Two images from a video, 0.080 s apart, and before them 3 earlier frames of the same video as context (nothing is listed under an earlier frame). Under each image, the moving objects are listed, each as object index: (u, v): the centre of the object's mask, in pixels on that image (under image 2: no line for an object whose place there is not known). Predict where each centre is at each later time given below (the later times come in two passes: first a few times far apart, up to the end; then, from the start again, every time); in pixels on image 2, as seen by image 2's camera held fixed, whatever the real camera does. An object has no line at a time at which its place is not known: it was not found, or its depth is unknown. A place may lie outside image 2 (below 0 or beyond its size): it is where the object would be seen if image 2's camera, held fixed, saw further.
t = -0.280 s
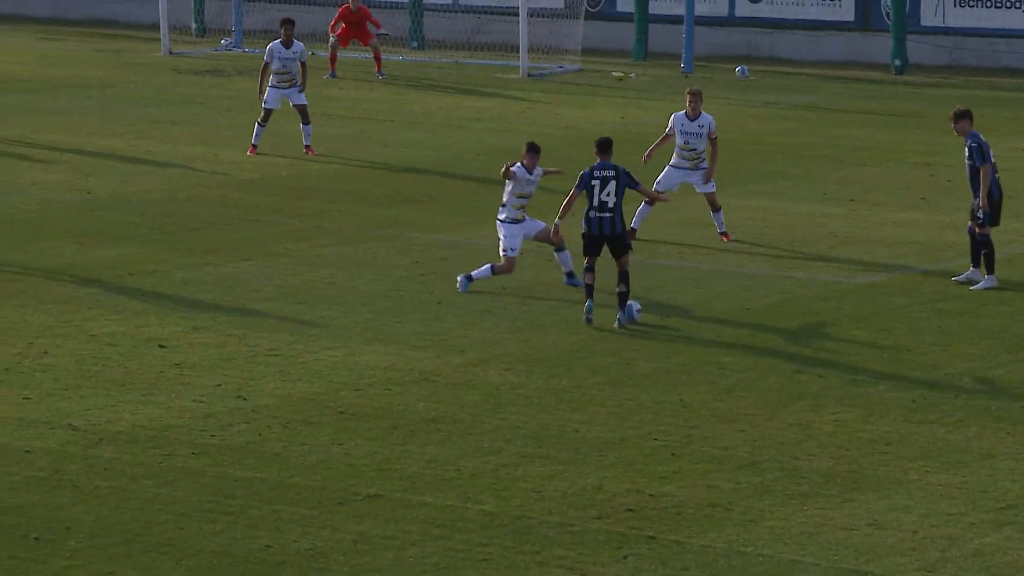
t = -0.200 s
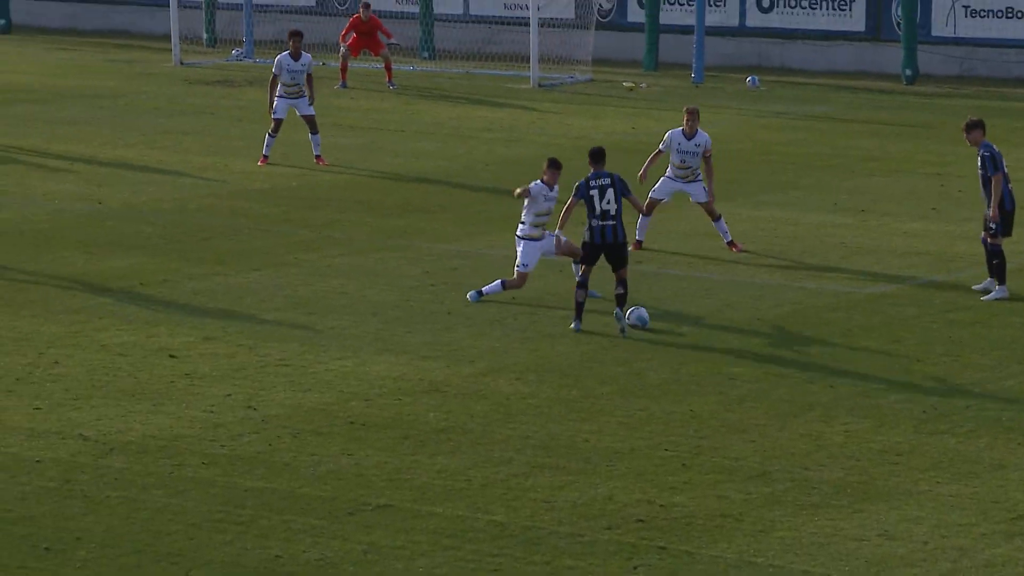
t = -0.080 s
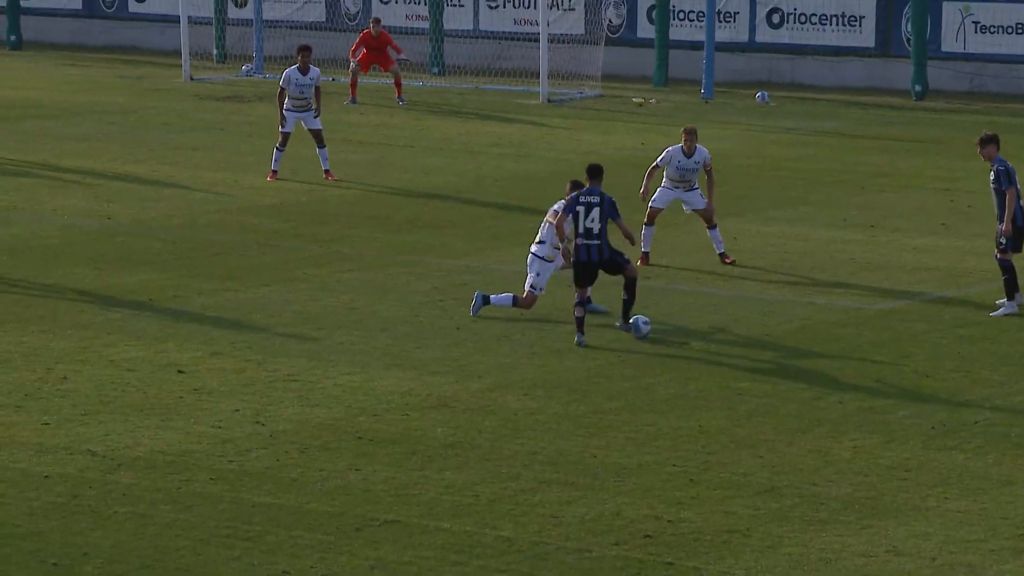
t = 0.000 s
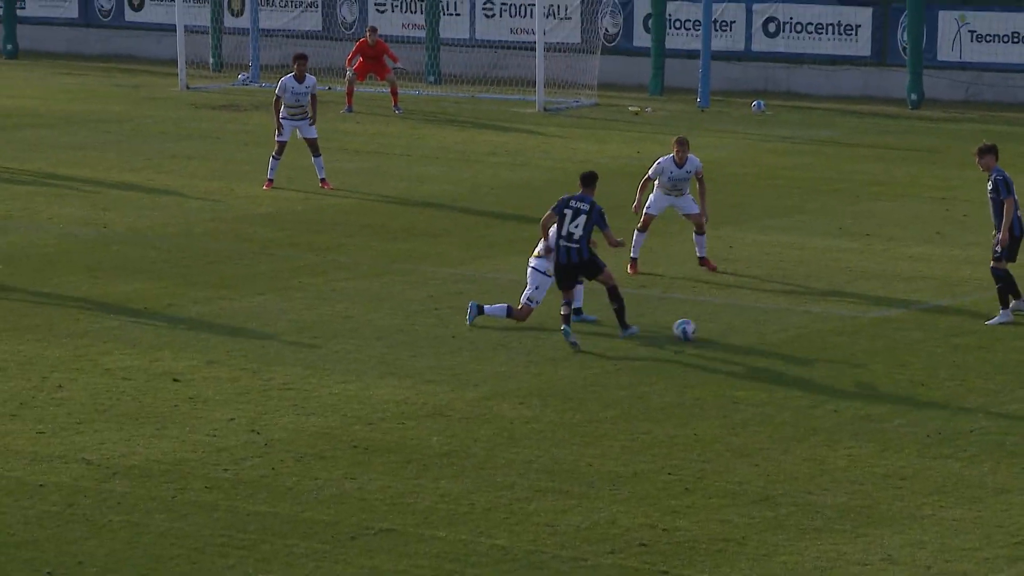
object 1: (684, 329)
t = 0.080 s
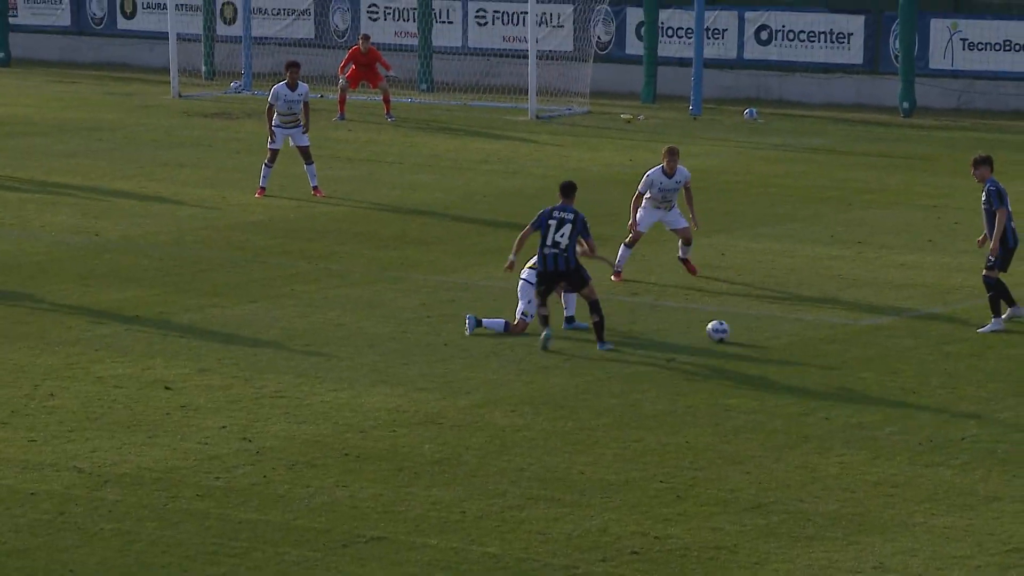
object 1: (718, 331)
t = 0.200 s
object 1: (769, 323)
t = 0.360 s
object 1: (821, 315)
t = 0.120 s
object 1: (737, 329)
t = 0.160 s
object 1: (754, 326)
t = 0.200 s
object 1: (769, 323)
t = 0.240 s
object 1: (783, 321)
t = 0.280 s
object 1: (797, 319)
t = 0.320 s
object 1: (810, 317)
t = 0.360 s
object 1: (821, 315)
